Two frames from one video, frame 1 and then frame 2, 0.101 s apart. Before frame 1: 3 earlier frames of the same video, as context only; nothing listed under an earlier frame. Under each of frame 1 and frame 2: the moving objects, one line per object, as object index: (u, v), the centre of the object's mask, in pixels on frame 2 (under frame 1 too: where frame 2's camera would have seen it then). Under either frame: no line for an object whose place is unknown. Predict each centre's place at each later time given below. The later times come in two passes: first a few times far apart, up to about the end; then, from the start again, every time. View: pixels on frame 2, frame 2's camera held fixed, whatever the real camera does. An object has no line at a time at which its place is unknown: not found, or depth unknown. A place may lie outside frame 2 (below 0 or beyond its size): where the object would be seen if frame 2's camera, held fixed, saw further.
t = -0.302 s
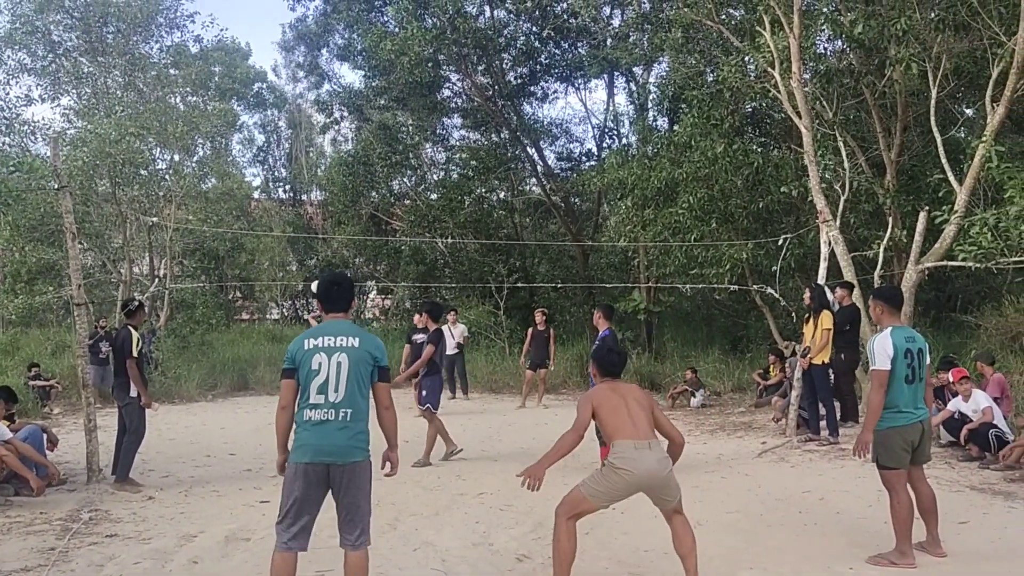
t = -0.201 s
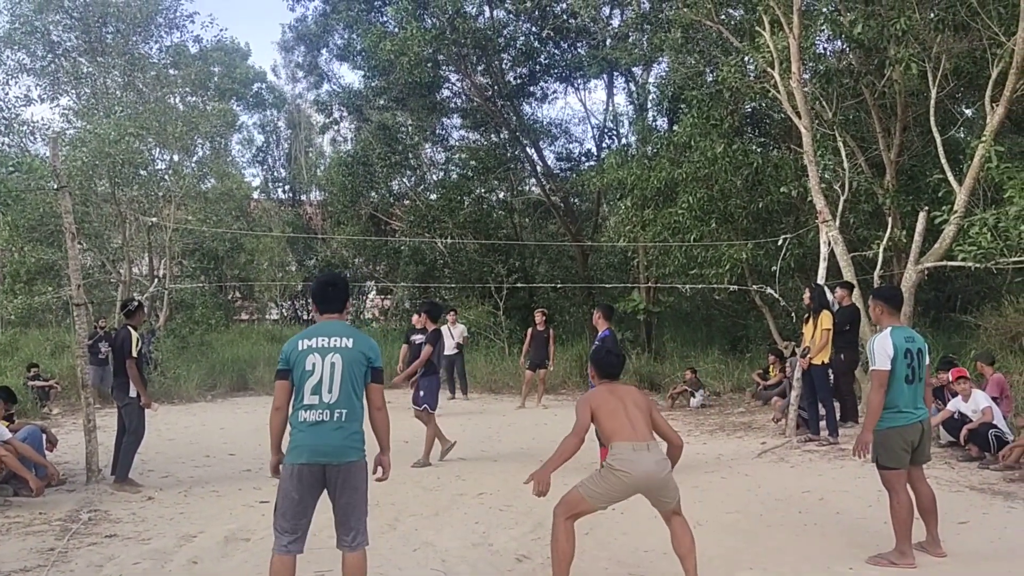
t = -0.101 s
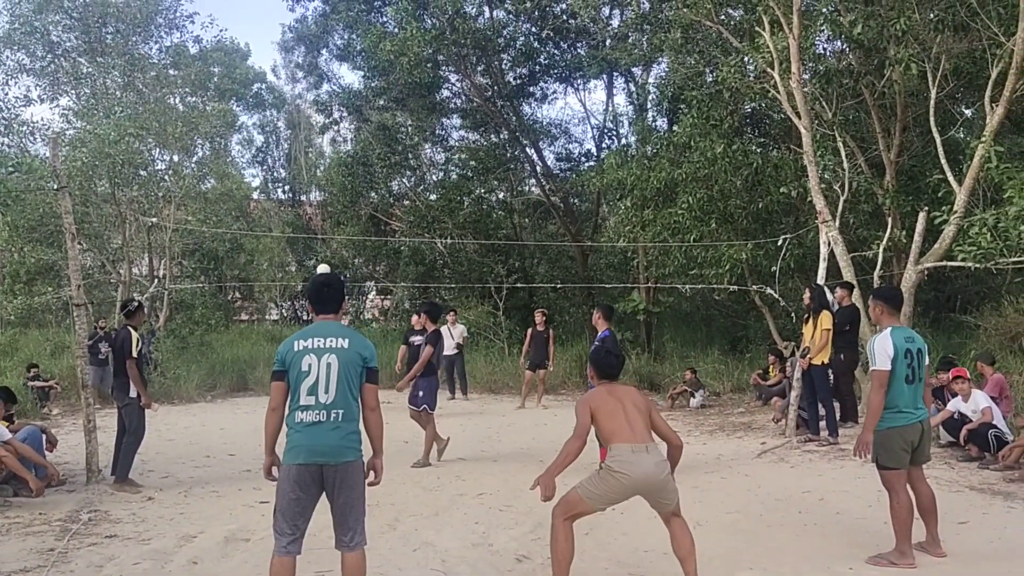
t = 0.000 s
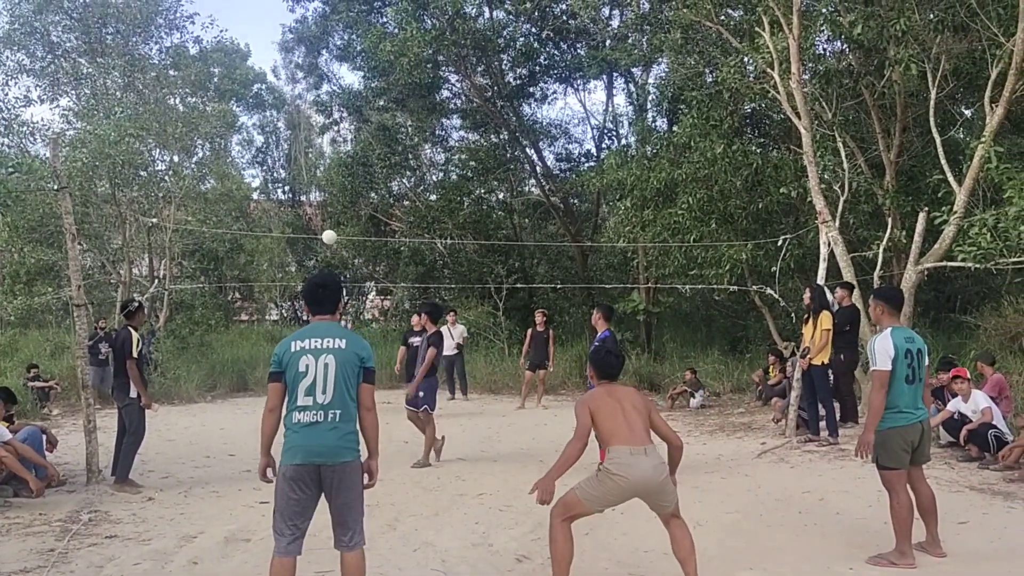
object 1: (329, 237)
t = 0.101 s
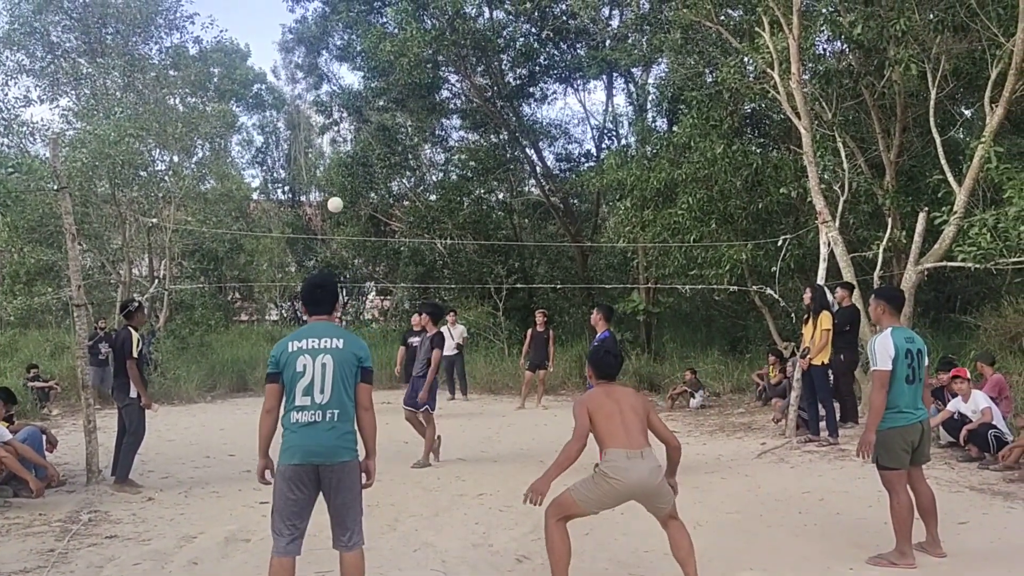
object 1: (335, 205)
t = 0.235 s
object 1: (346, 165)
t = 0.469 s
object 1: (374, 111)
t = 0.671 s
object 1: (409, 93)
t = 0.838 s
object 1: (454, 118)
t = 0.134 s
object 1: (337, 194)
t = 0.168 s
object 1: (340, 184)
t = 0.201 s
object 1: (343, 174)
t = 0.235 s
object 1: (346, 165)
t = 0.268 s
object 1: (349, 156)
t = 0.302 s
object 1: (352, 147)
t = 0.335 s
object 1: (357, 138)
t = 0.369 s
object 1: (360, 131)
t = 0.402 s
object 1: (365, 123)
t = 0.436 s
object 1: (369, 117)
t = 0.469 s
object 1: (374, 111)
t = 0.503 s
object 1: (379, 105)
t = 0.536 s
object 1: (384, 101)
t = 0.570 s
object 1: (390, 97)
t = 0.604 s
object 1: (396, 95)
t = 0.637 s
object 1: (402, 93)
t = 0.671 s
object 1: (409, 93)
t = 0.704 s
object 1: (417, 94)
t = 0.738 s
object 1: (425, 97)
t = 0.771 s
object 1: (434, 102)
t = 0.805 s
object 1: (443, 109)
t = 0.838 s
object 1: (454, 118)
